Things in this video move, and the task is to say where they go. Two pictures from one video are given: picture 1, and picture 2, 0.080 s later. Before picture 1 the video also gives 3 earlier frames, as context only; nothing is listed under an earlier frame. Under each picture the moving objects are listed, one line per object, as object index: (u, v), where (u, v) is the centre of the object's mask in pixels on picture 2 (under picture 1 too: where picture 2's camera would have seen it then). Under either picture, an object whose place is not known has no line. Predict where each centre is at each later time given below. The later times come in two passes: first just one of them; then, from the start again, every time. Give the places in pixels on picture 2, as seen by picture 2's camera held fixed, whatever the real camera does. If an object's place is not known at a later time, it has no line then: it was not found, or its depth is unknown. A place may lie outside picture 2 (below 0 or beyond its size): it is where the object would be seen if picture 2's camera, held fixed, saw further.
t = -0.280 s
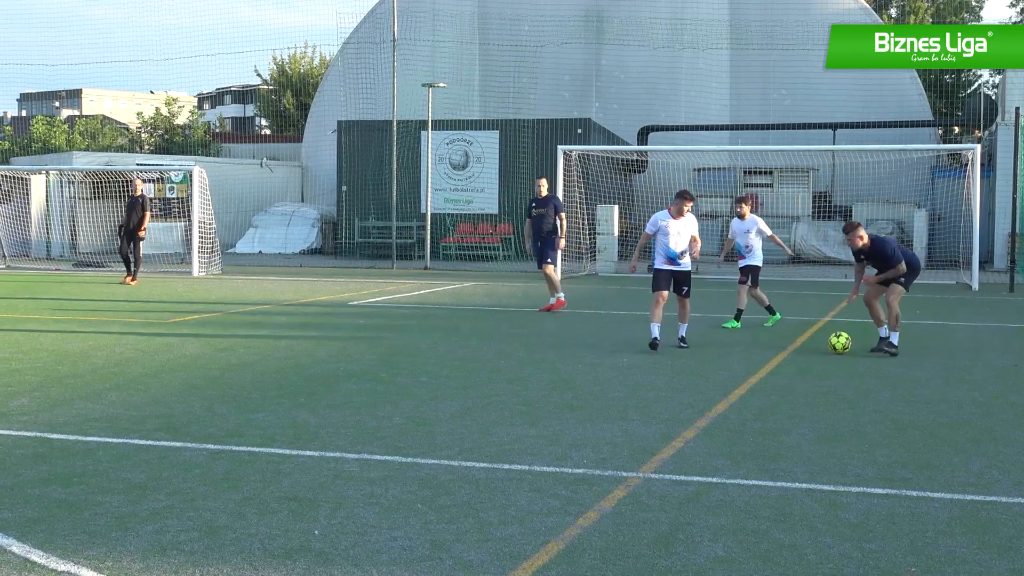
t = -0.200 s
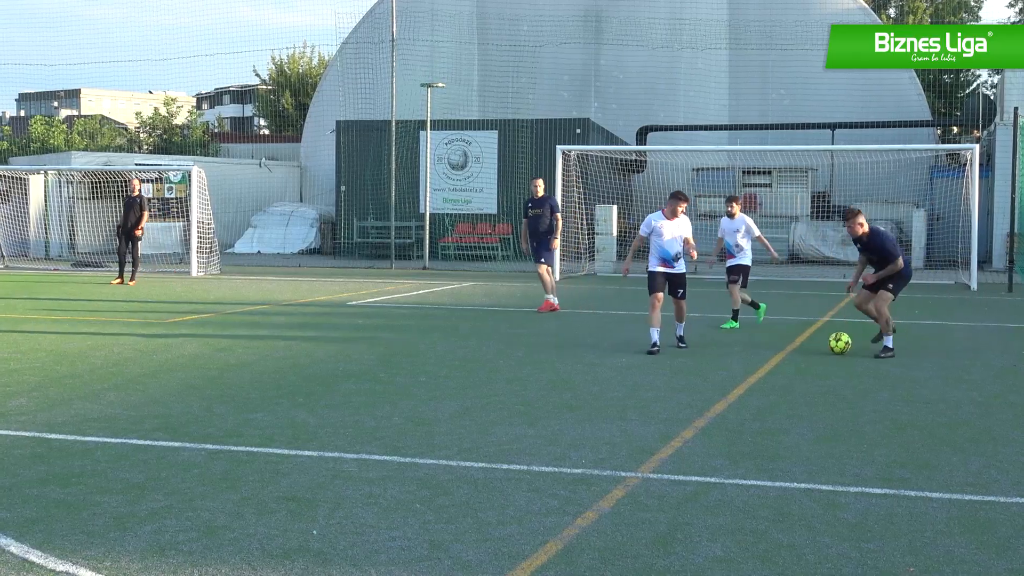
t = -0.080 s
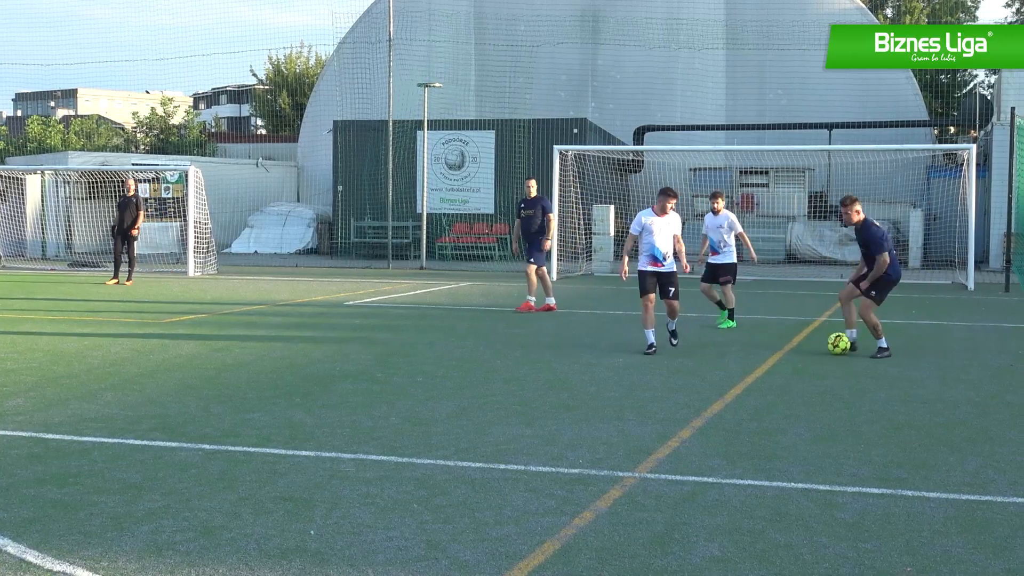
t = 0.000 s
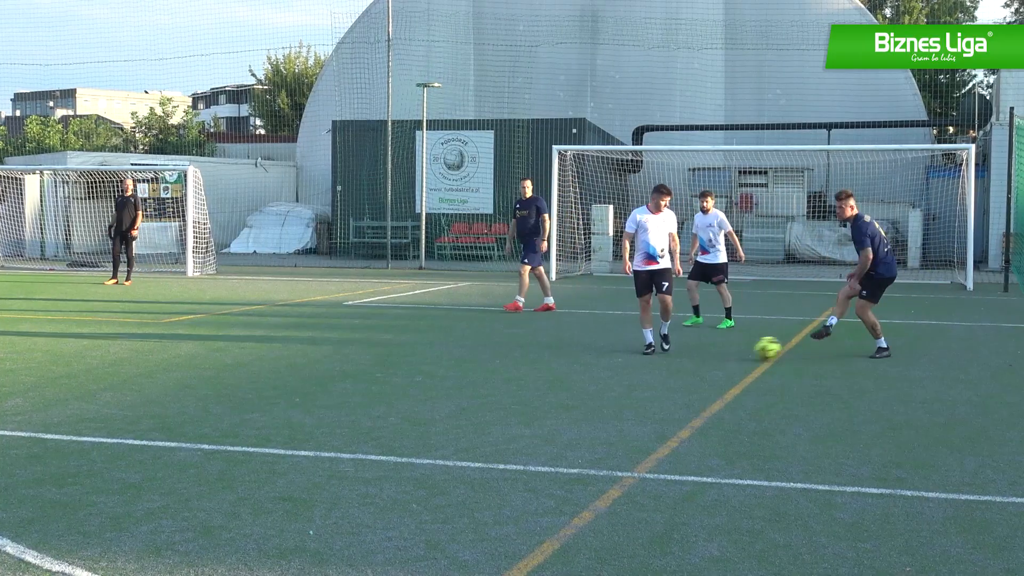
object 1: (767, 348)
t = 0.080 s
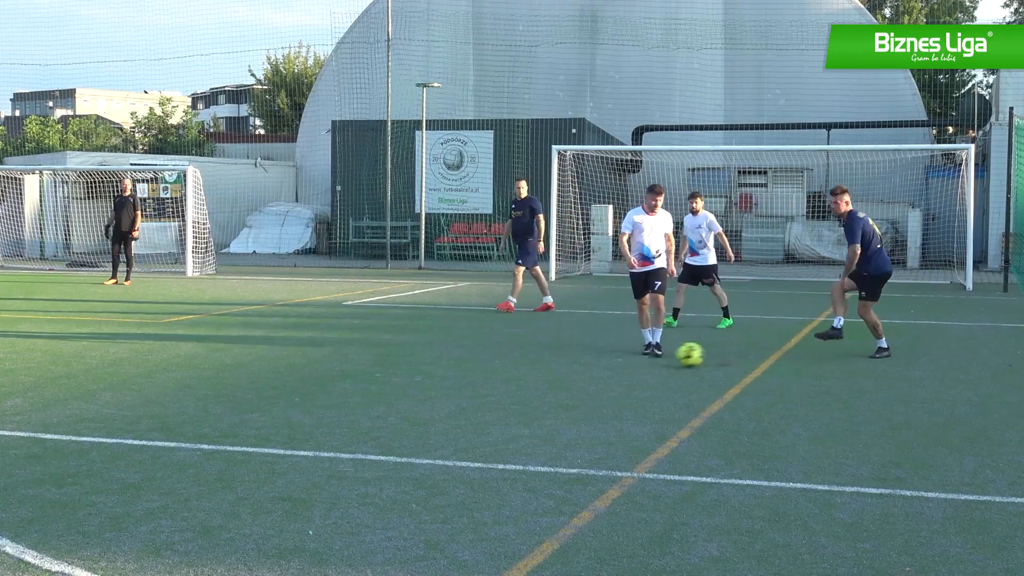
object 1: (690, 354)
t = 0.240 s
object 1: (526, 368)
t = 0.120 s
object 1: (651, 357)
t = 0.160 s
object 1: (609, 362)
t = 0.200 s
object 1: (568, 364)
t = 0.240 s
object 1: (526, 368)
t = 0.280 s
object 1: (484, 372)
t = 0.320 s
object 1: (441, 376)
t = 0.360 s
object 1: (398, 380)
